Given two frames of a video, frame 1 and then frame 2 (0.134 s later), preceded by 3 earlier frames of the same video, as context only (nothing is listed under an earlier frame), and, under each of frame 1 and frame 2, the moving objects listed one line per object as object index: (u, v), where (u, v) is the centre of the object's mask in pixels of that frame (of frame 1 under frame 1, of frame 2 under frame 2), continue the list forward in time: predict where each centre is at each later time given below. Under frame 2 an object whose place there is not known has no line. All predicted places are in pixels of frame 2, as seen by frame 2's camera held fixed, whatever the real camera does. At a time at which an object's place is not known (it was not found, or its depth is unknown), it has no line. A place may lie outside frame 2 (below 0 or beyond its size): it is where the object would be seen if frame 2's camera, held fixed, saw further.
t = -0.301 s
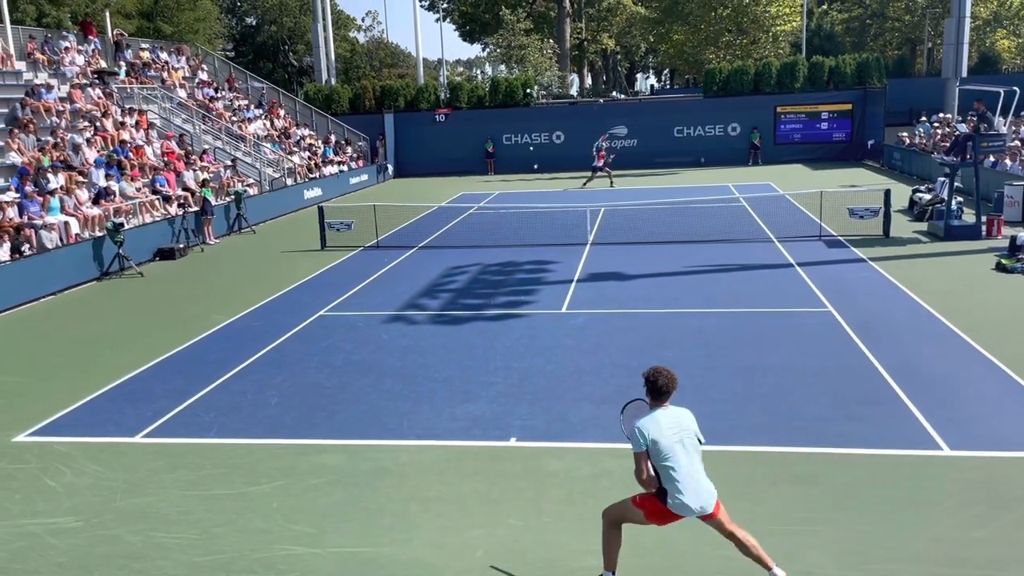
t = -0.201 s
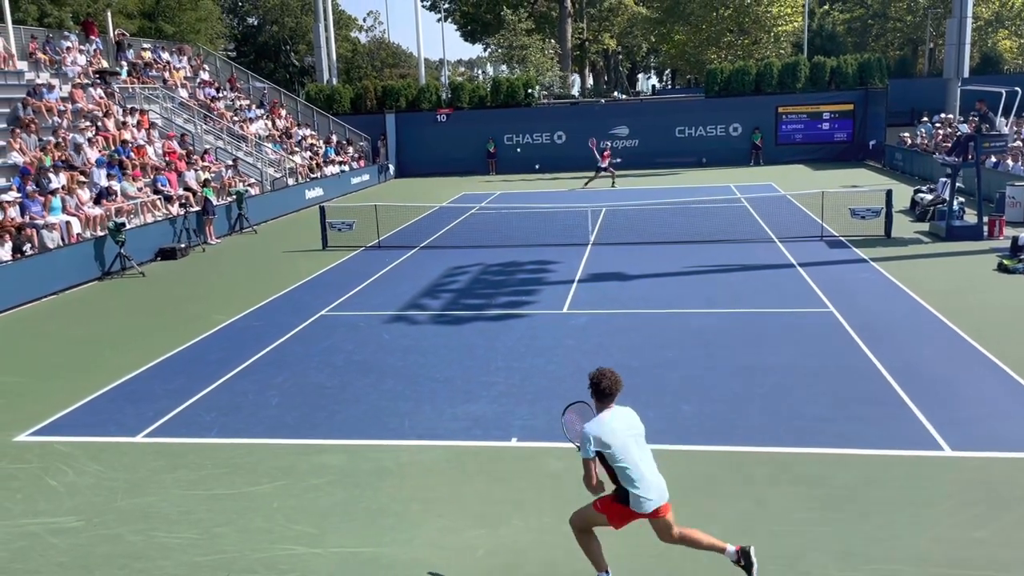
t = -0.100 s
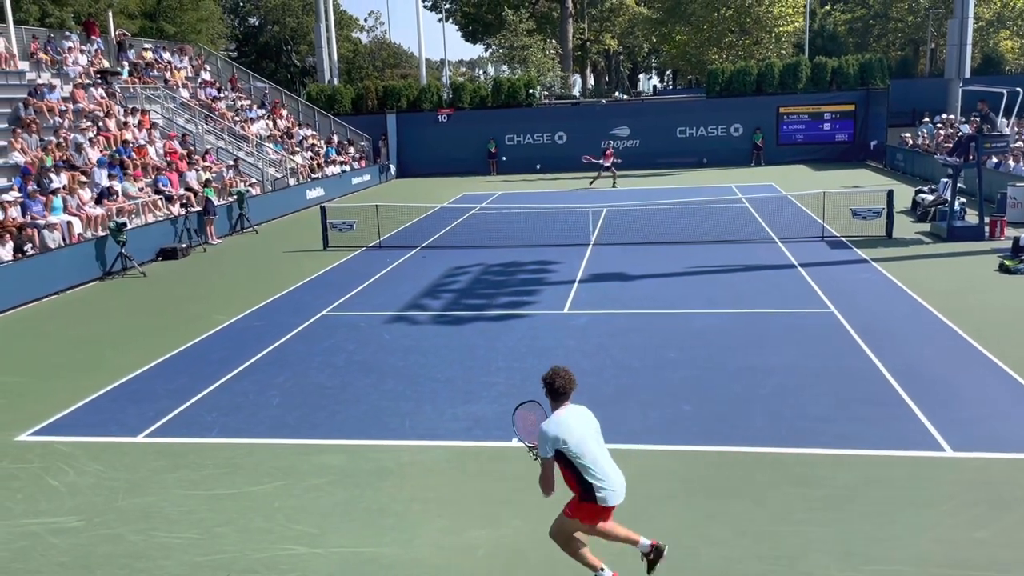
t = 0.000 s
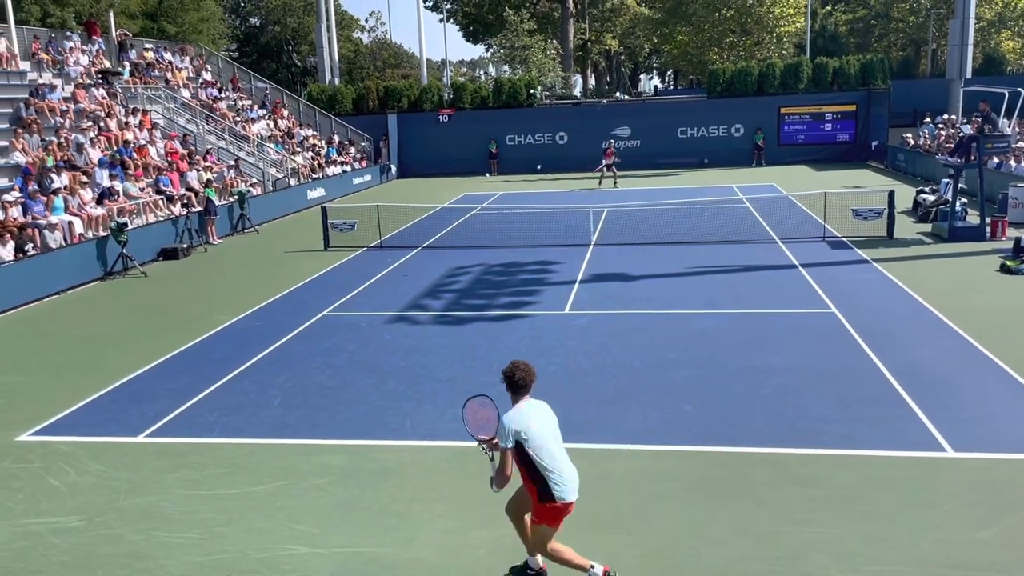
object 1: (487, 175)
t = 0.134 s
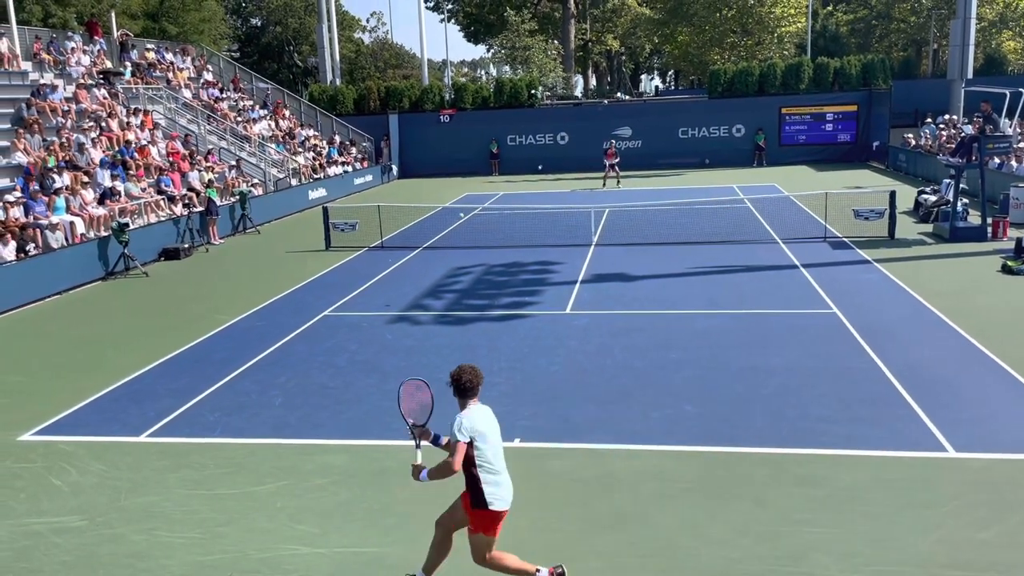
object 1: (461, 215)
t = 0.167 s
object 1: (454, 228)
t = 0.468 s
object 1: (366, 380)
